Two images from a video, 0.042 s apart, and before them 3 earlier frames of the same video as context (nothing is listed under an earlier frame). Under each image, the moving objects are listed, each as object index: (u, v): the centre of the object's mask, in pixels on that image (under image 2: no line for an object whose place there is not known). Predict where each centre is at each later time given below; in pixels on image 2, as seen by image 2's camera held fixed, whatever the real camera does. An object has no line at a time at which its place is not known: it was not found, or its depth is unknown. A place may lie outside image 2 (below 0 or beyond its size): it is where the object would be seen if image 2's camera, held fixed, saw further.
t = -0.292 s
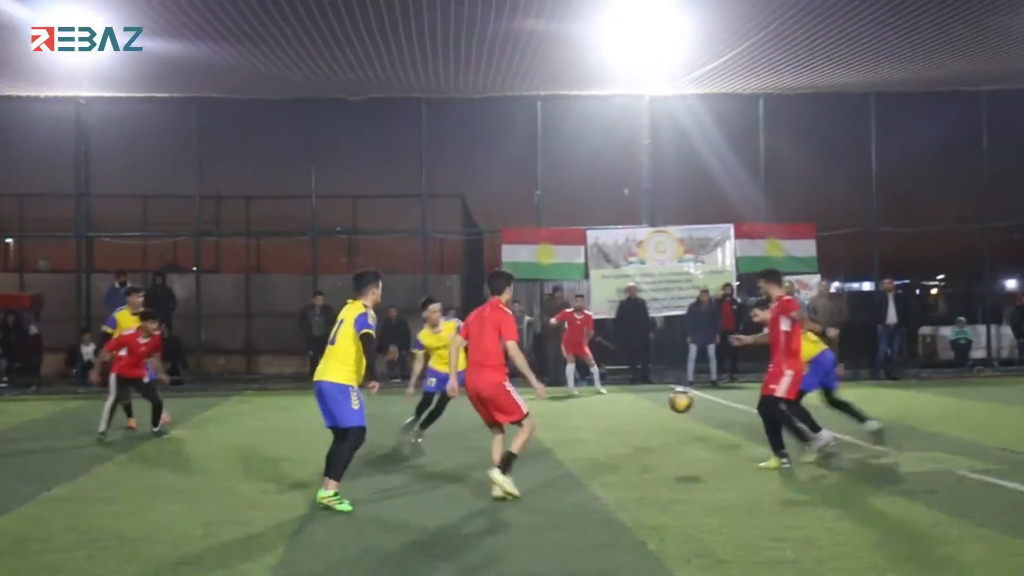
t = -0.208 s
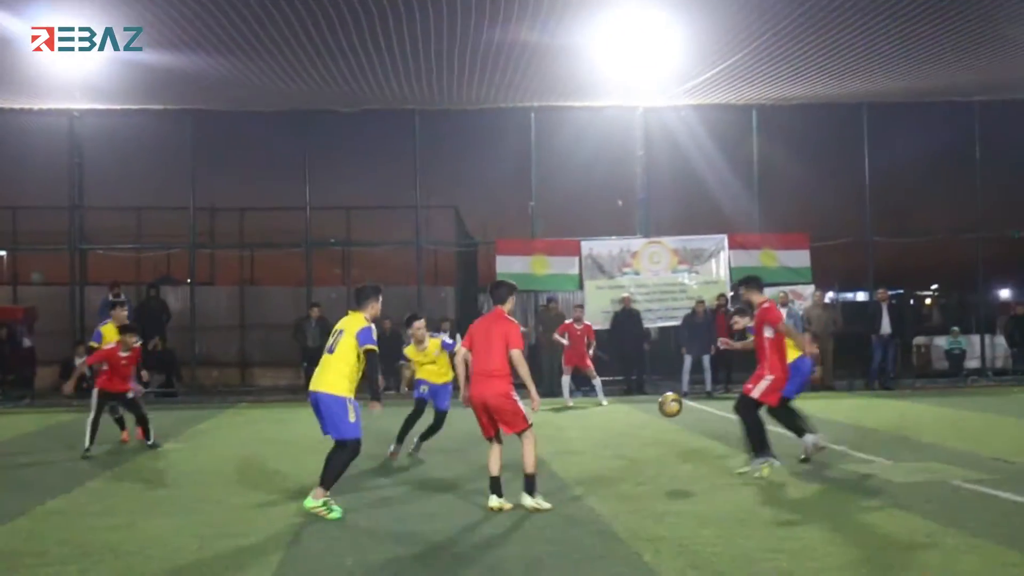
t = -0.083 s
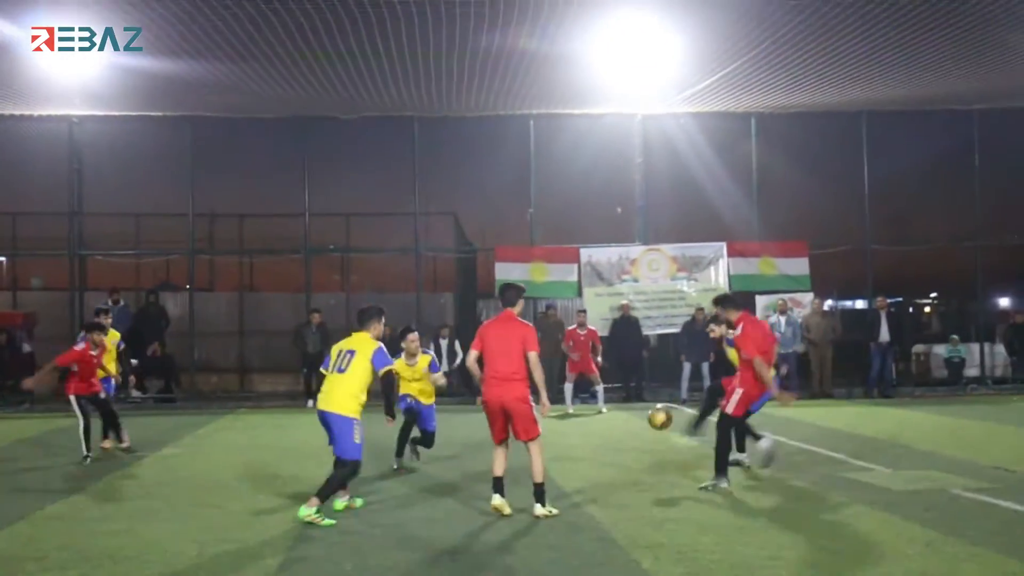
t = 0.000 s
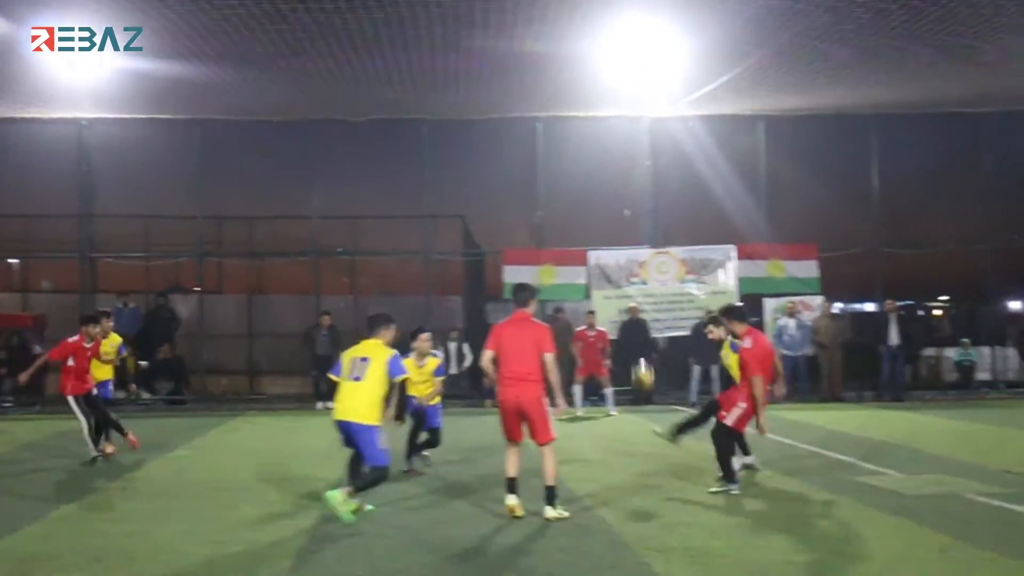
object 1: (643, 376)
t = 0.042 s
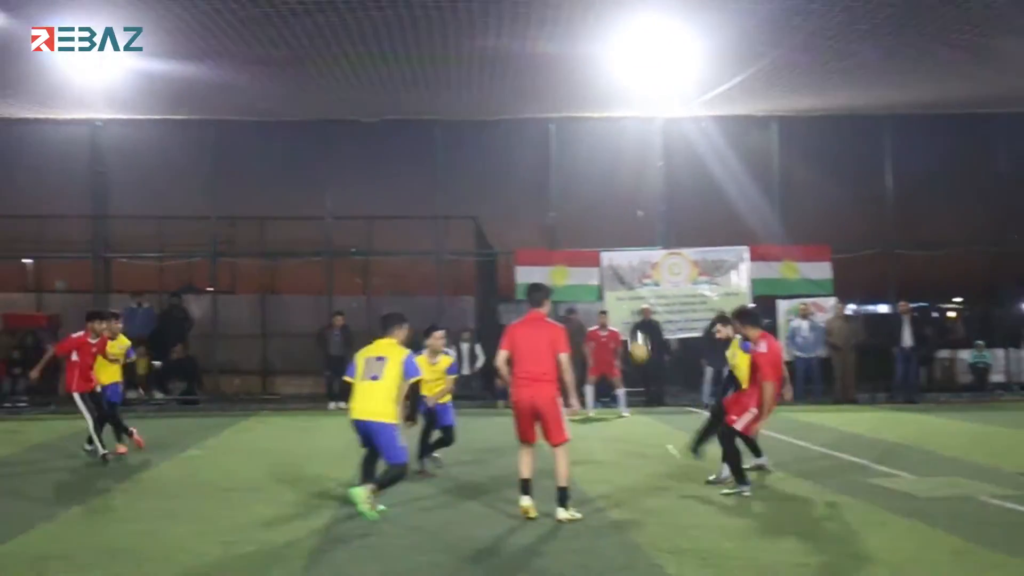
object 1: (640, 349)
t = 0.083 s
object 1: (625, 321)
